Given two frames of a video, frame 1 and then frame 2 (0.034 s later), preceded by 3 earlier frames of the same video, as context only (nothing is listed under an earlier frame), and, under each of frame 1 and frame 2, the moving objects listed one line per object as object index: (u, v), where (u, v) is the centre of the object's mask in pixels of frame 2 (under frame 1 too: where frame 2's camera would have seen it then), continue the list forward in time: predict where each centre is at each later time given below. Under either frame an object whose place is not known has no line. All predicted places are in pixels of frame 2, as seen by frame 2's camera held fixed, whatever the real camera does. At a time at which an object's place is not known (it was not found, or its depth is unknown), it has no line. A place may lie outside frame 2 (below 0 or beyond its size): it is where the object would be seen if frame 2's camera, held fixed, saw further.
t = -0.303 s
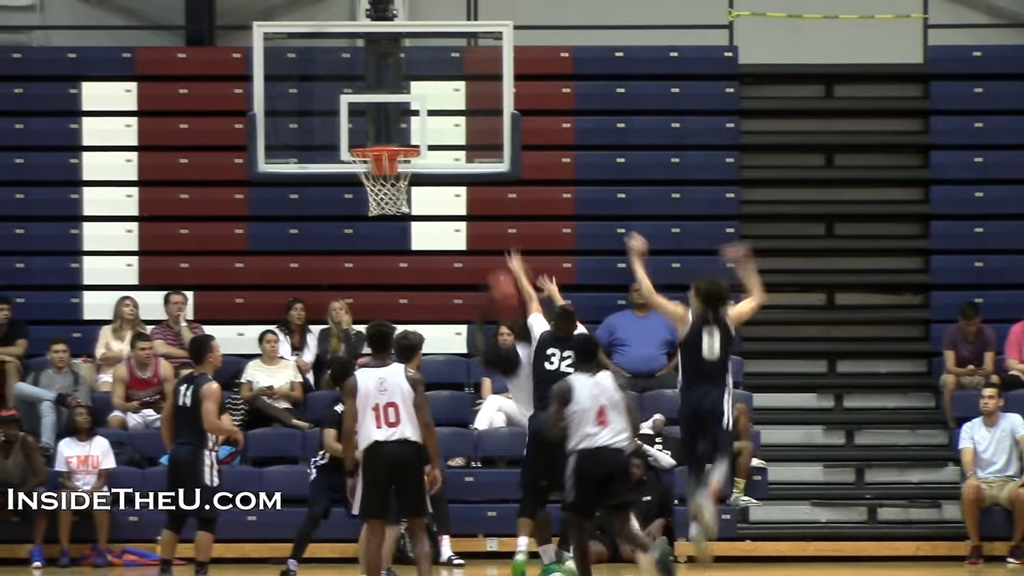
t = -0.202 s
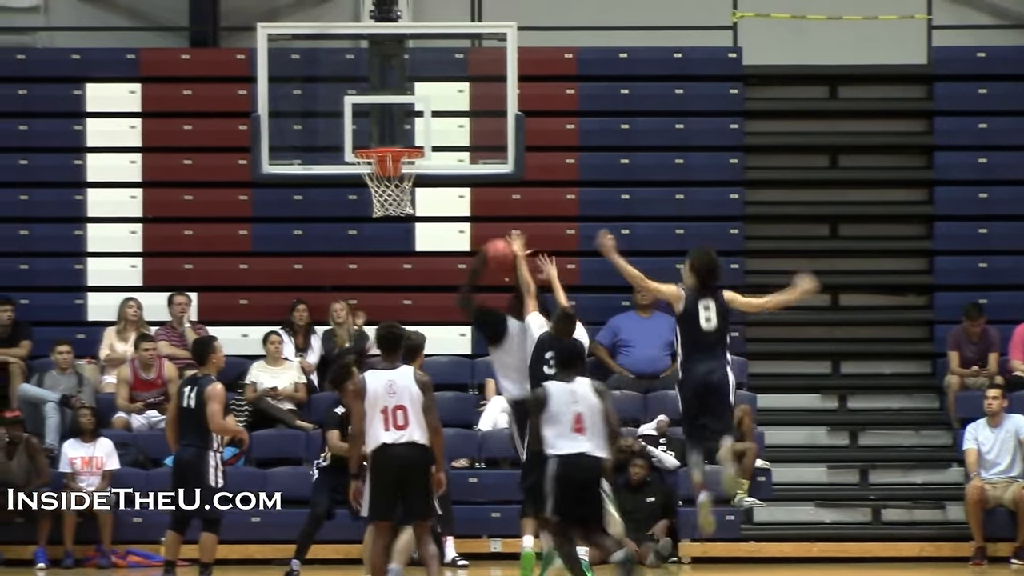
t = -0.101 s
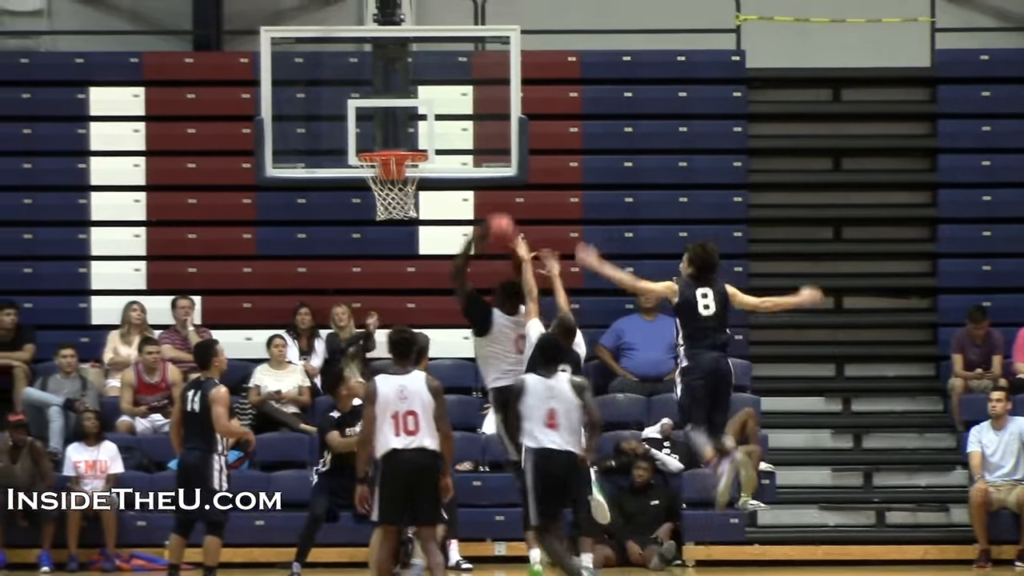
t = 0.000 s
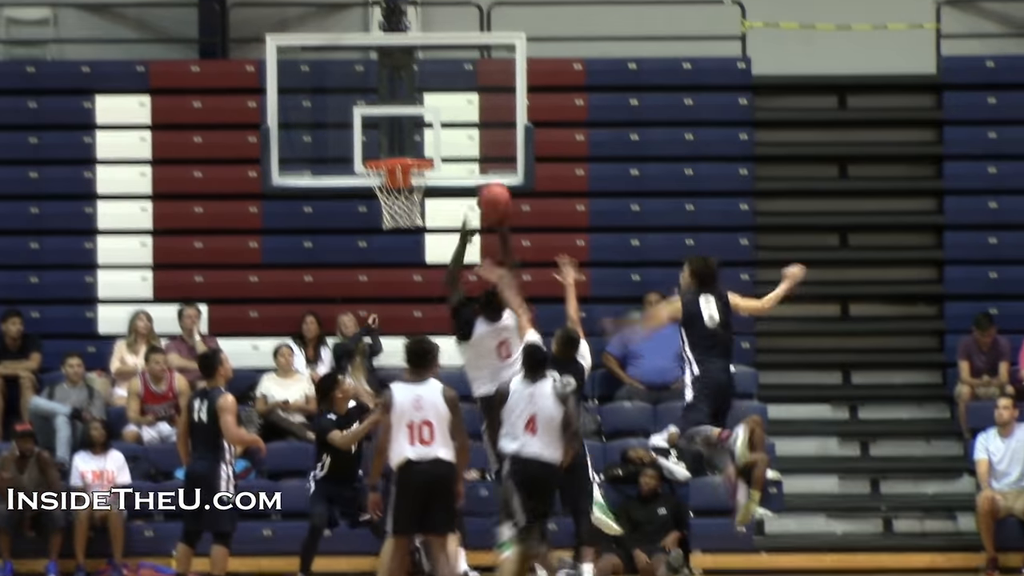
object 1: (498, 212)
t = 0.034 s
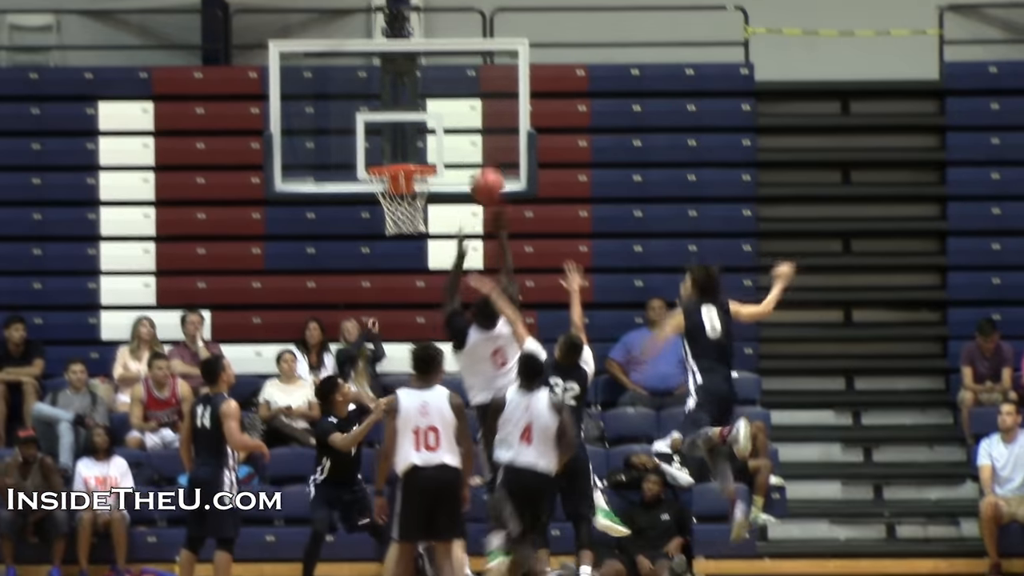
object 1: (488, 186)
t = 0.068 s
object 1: (479, 167)
